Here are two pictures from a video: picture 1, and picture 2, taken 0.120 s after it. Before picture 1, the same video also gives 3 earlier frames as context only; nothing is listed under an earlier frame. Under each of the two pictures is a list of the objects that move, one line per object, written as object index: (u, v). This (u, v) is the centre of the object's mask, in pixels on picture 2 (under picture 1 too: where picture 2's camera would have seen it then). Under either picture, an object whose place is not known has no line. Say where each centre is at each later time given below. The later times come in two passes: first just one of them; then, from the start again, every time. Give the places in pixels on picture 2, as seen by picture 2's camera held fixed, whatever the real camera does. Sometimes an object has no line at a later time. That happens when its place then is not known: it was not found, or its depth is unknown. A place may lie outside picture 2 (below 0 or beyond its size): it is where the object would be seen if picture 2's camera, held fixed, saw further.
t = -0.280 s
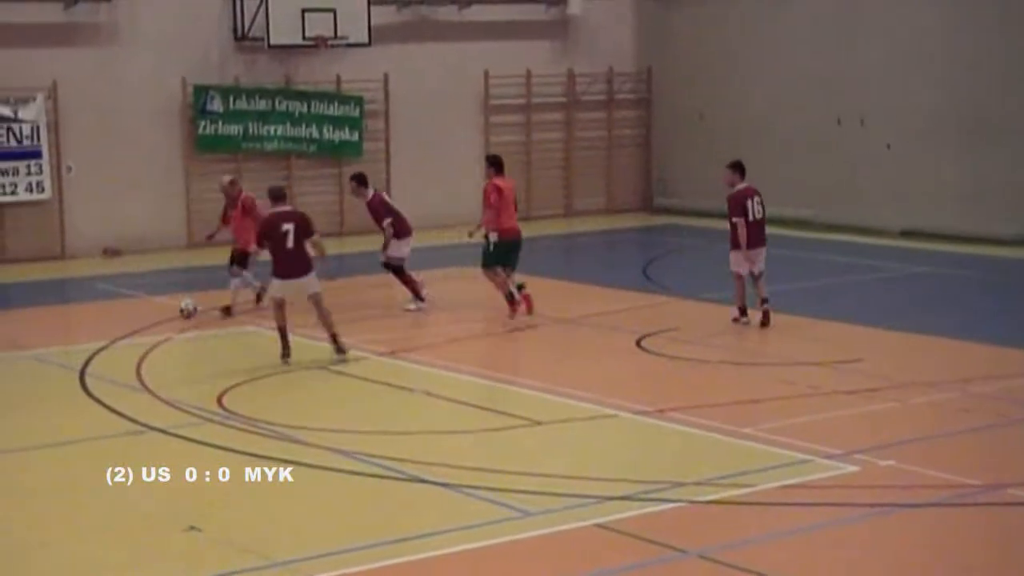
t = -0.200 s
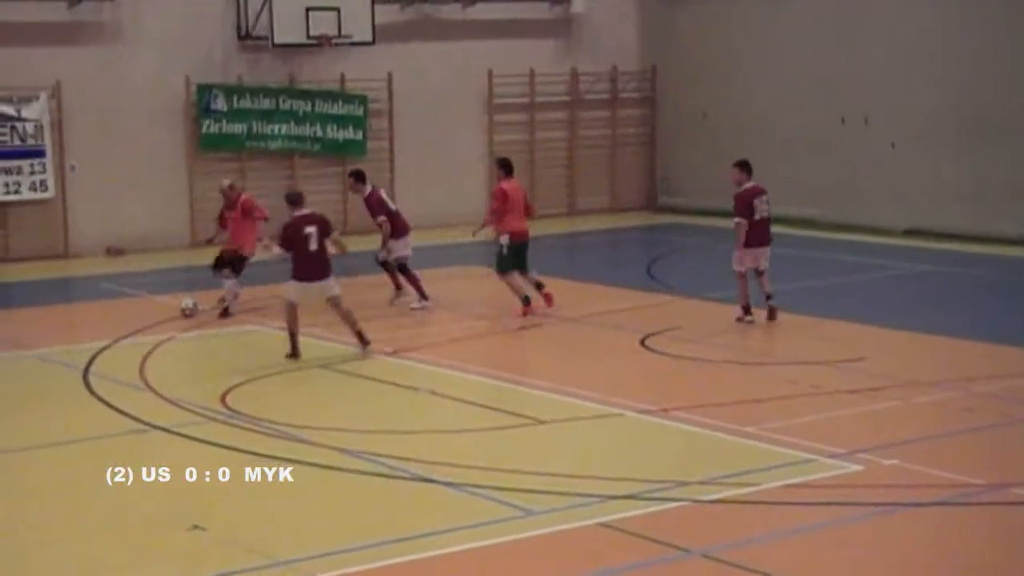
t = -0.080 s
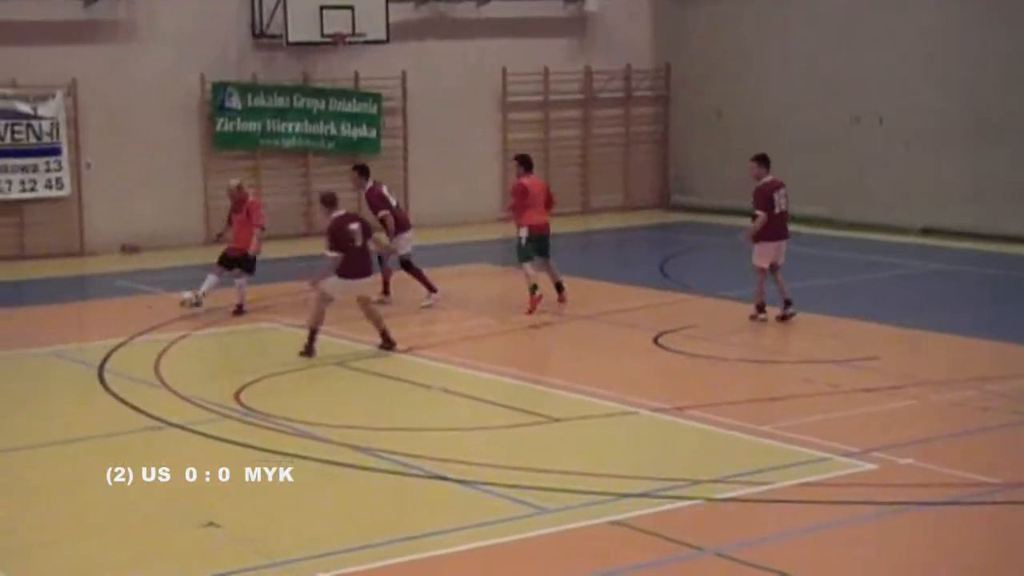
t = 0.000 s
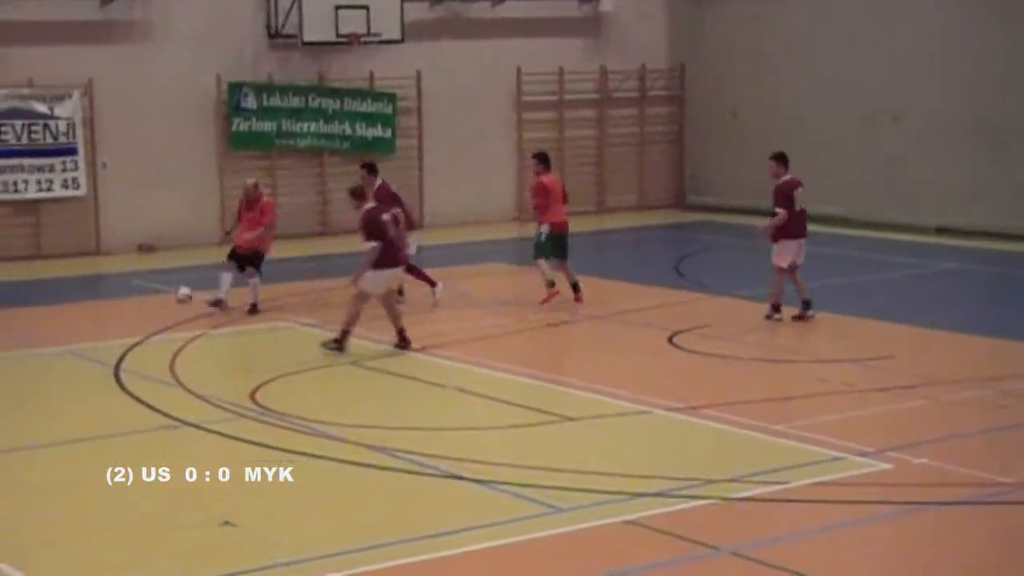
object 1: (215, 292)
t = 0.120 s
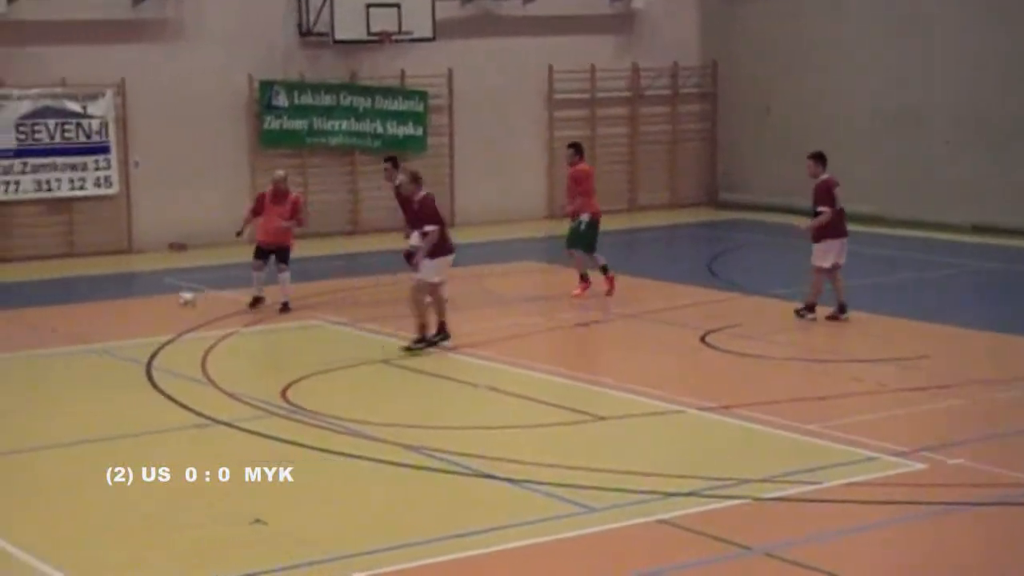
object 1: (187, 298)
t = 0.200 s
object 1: (169, 312)
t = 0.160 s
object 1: (178, 304)
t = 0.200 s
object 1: (169, 312)
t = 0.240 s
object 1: (159, 322)
